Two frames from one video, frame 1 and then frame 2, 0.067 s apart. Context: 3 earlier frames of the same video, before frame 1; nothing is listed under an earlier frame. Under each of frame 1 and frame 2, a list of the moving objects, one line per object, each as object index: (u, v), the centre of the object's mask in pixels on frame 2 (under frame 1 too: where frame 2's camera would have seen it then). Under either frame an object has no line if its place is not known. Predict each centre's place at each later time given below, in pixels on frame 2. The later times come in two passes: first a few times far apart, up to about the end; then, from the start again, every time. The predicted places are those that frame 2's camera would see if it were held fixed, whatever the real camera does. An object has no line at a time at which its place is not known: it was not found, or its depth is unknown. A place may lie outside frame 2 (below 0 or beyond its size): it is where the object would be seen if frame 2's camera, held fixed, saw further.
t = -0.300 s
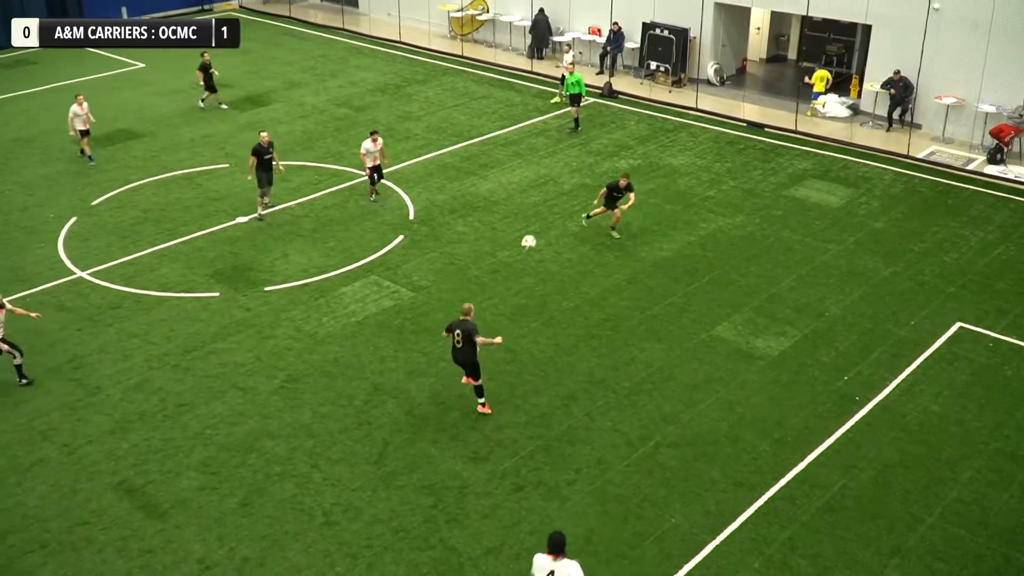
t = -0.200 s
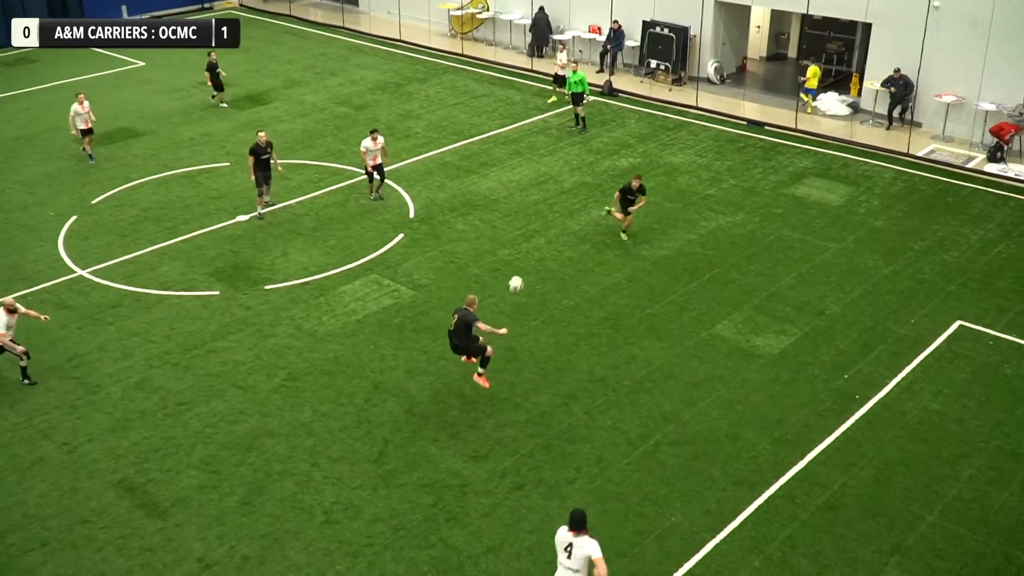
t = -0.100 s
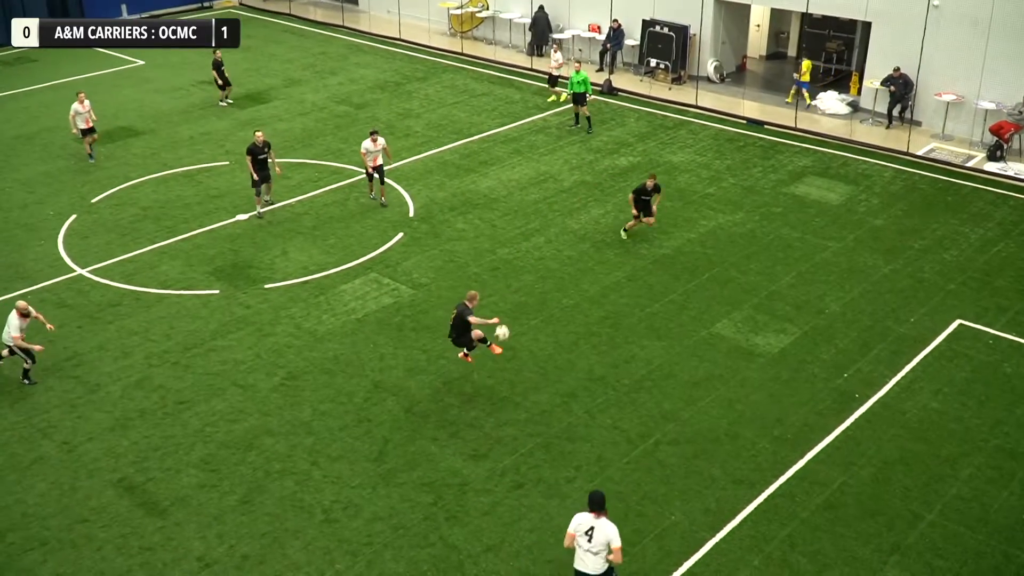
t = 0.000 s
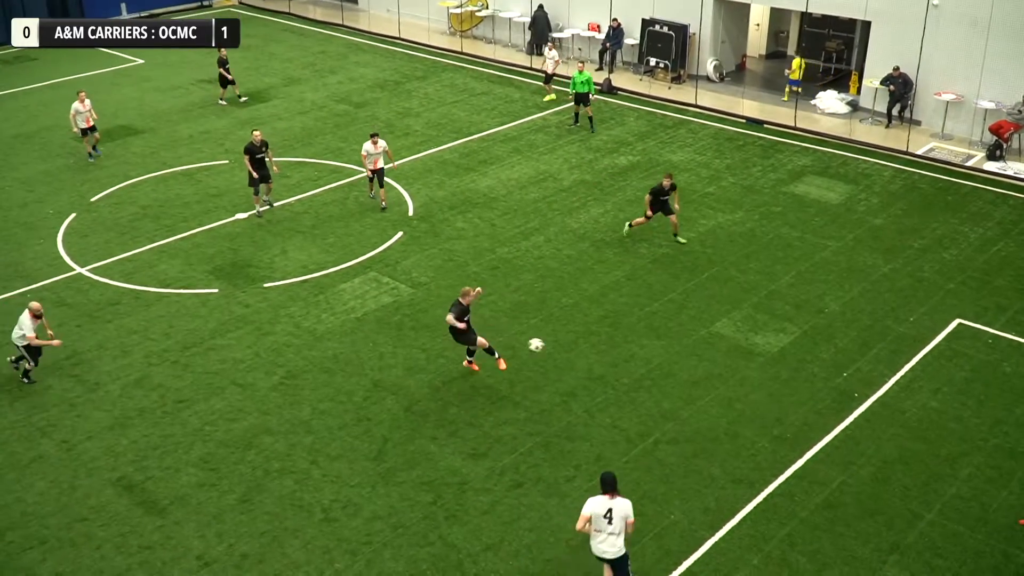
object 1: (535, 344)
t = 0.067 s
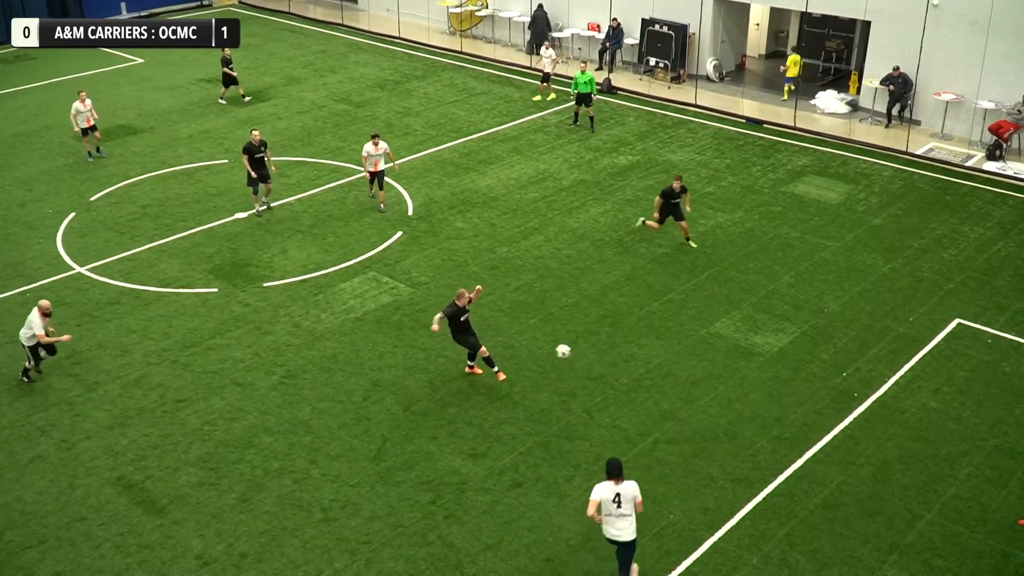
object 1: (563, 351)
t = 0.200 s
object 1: (608, 351)
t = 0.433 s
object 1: (659, 308)
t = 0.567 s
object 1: (685, 299)
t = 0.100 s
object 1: (576, 355)
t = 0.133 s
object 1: (589, 360)
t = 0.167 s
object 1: (600, 360)
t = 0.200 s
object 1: (608, 351)
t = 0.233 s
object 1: (615, 343)
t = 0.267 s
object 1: (623, 335)
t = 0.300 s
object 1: (630, 329)
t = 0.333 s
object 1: (637, 323)
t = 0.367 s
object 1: (644, 317)
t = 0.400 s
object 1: (652, 312)
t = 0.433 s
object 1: (659, 308)
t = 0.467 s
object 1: (666, 305)
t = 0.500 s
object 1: (672, 301)
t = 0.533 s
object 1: (679, 300)
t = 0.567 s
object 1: (685, 299)
